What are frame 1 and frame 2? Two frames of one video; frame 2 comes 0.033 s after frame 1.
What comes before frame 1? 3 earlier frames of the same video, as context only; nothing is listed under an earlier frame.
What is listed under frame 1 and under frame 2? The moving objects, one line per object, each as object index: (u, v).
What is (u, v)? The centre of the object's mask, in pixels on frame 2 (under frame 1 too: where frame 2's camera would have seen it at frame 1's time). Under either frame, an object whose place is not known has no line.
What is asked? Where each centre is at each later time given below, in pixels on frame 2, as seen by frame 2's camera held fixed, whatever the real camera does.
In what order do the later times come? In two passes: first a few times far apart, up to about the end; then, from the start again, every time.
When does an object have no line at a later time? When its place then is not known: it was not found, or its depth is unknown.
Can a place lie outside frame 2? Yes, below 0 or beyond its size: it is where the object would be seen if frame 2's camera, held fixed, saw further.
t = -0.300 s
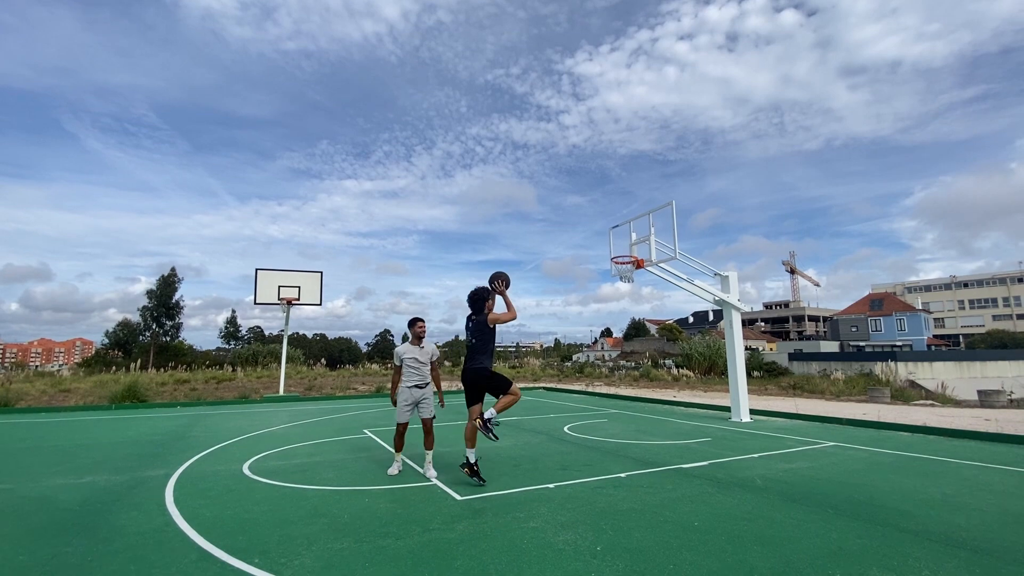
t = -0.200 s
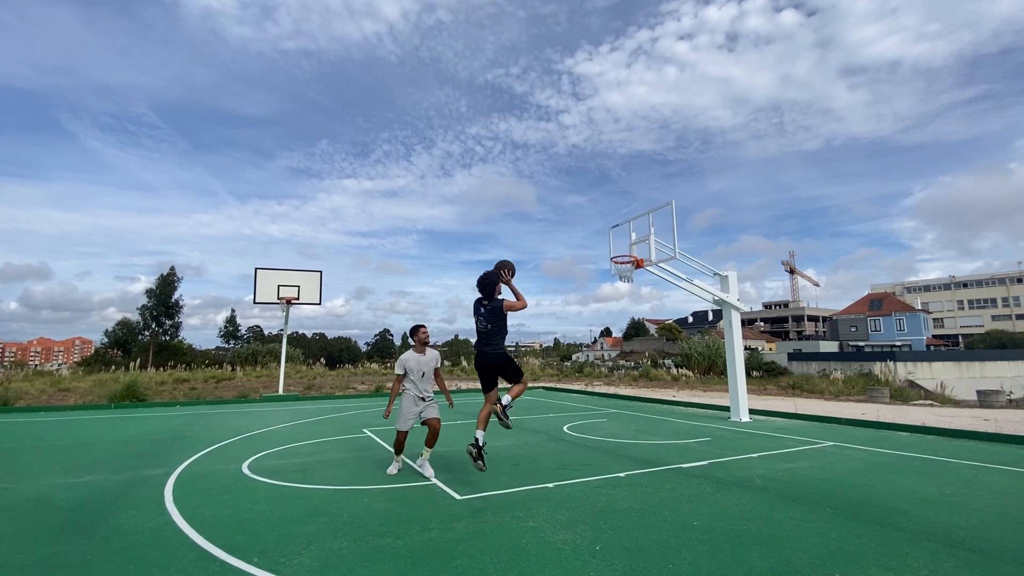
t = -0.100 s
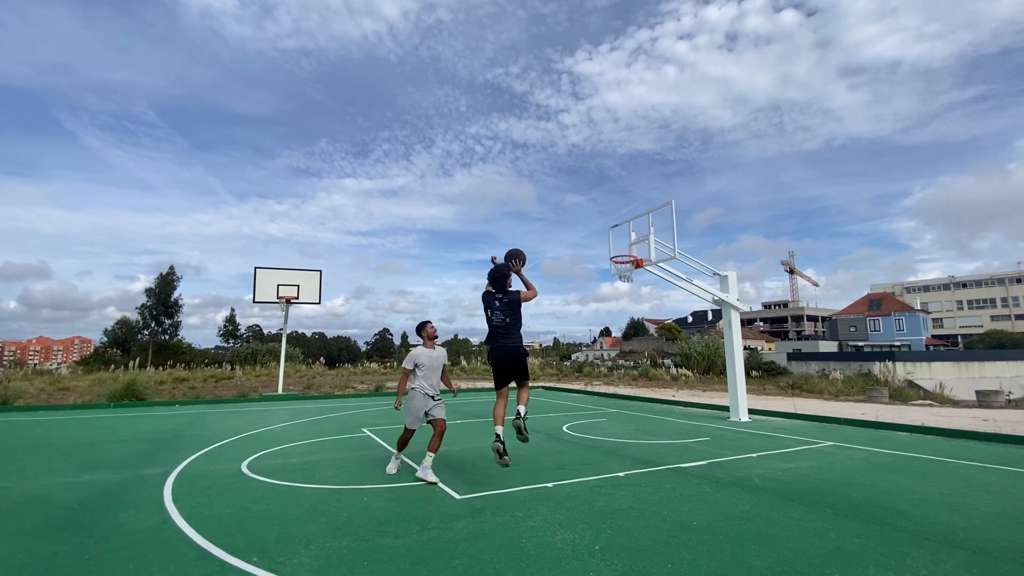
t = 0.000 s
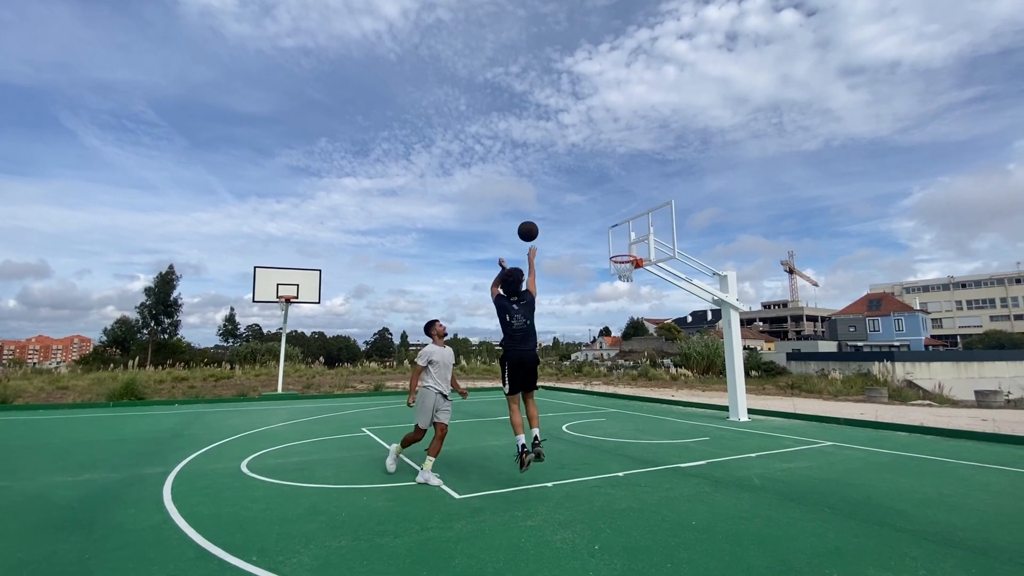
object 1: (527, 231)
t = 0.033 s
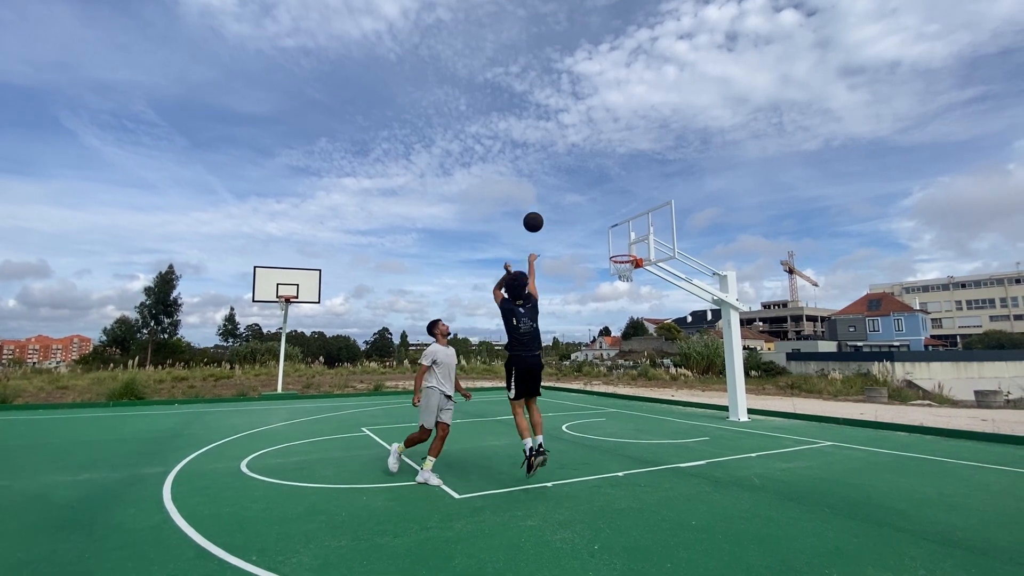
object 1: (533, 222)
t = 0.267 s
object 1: (564, 191)
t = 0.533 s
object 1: (591, 203)
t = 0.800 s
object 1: (612, 250)
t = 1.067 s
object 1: (581, 303)
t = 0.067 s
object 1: (538, 214)
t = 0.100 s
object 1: (543, 208)
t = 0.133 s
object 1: (548, 202)
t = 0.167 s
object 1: (552, 198)
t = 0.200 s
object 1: (556, 195)
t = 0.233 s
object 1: (560, 193)
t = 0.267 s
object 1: (564, 191)
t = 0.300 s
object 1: (568, 190)
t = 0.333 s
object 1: (571, 190)
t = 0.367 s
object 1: (575, 191)
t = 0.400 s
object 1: (578, 192)
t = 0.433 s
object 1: (581, 194)
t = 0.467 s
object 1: (585, 197)
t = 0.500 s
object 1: (588, 200)
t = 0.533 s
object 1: (591, 203)
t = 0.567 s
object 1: (593, 208)
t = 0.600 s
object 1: (596, 212)
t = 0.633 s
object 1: (599, 218)
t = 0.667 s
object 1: (602, 223)
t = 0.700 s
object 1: (604, 229)
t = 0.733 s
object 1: (607, 236)
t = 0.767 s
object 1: (609, 242)
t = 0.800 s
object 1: (612, 250)
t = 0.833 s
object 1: (612, 256)
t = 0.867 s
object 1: (608, 260)
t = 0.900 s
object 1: (604, 265)
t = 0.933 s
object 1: (599, 271)
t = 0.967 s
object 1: (595, 278)
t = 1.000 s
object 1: (590, 285)
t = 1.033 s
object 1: (585, 294)
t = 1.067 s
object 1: (581, 303)
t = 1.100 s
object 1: (576, 313)
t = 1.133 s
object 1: (571, 324)
